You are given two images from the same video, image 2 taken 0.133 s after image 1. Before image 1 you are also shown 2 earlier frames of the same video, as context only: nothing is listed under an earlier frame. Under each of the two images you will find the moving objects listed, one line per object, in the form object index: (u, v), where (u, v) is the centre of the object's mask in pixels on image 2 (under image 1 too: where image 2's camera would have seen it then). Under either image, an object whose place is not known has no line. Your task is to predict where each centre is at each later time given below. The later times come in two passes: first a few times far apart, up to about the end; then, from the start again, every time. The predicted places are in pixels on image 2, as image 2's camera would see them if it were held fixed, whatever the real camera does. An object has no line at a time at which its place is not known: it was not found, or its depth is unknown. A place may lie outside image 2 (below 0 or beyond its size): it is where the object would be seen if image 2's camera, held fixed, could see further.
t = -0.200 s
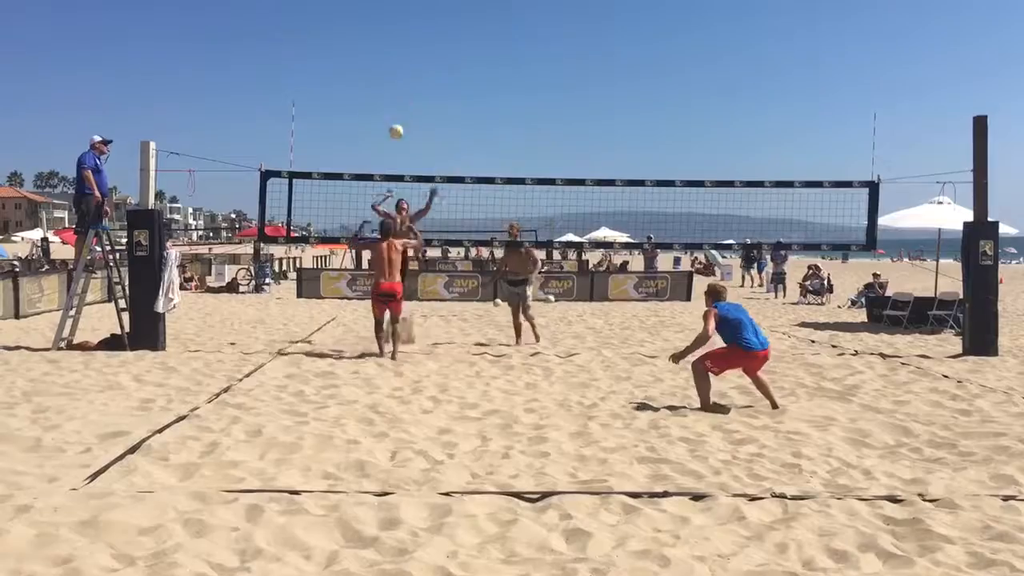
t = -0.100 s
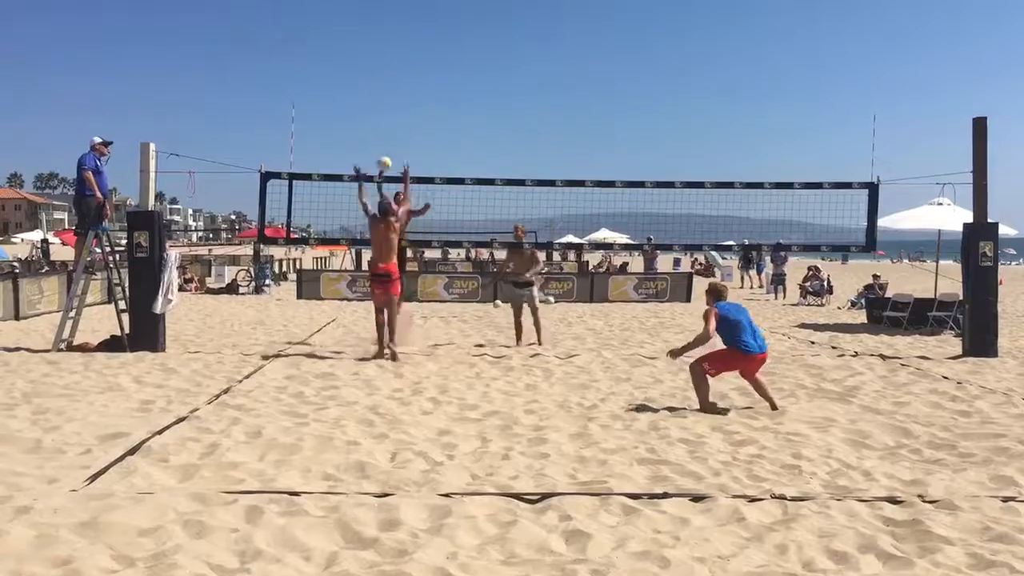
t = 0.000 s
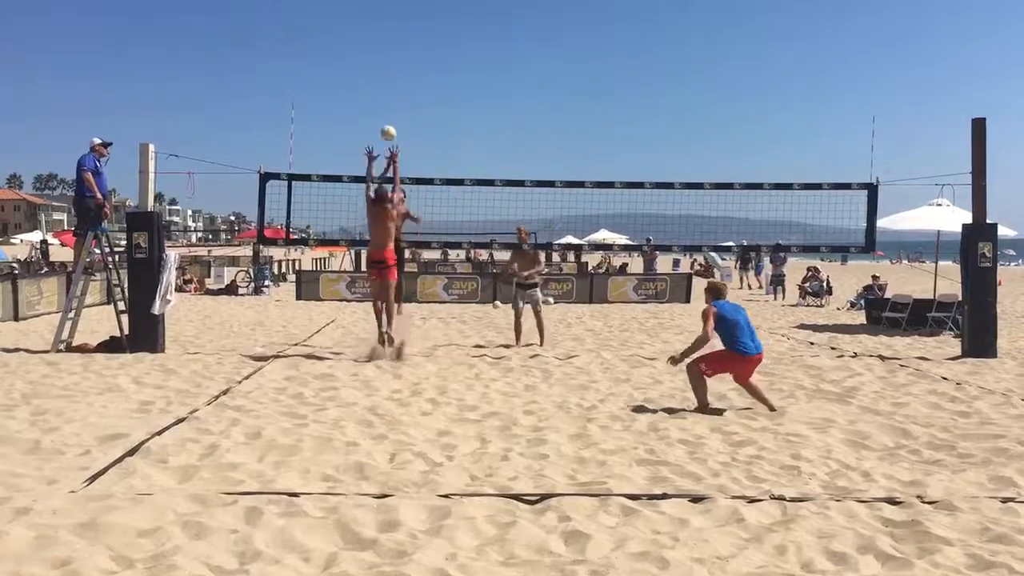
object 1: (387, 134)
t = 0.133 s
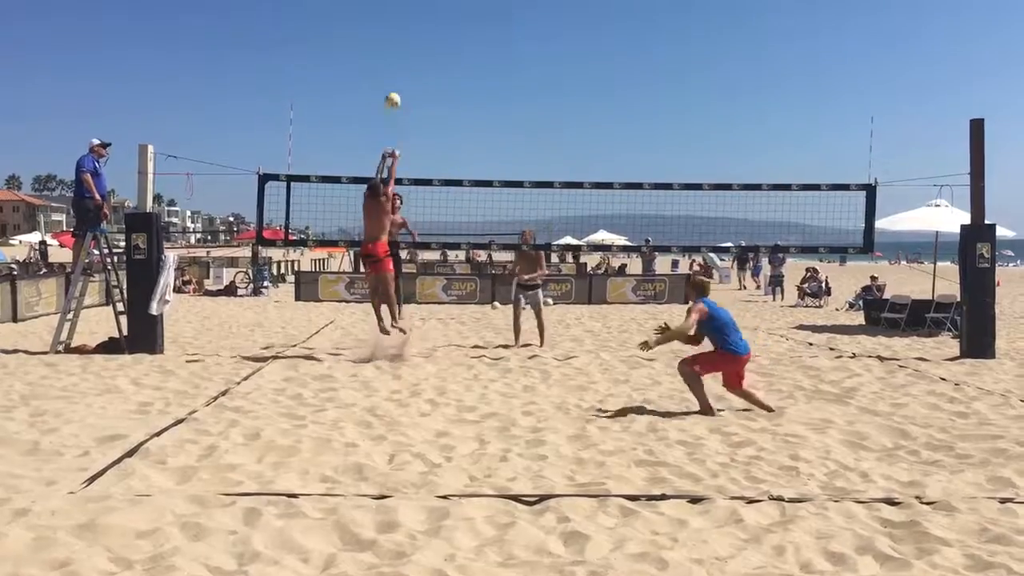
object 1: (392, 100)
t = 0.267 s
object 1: (395, 80)
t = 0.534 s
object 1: (399, 90)
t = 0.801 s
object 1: (398, 202)
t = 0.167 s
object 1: (394, 95)
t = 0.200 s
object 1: (394, 89)
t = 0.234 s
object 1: (395, 84)
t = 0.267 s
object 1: (395, 80)
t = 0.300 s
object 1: (397, 77)
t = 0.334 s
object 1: (398, 76)
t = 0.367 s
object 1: (398, 74)
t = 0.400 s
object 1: (399, 75)
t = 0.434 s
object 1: (399, 77)
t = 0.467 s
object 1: (399, 80)
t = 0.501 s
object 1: (399, 84)
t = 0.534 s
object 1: (399, 90)
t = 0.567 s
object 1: (399, 96)
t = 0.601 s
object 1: (400, 106)
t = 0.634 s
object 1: (400, 116)
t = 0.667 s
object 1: (400, 130)
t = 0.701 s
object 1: (399, 145)
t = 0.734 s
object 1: (400, 162)
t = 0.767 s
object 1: (399, 182)
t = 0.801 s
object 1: (398, 202)
